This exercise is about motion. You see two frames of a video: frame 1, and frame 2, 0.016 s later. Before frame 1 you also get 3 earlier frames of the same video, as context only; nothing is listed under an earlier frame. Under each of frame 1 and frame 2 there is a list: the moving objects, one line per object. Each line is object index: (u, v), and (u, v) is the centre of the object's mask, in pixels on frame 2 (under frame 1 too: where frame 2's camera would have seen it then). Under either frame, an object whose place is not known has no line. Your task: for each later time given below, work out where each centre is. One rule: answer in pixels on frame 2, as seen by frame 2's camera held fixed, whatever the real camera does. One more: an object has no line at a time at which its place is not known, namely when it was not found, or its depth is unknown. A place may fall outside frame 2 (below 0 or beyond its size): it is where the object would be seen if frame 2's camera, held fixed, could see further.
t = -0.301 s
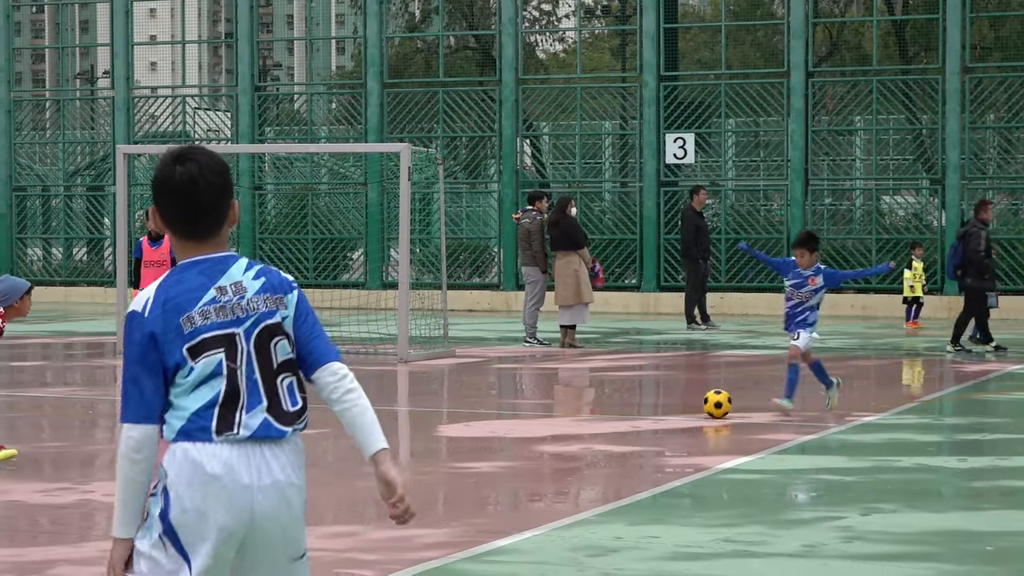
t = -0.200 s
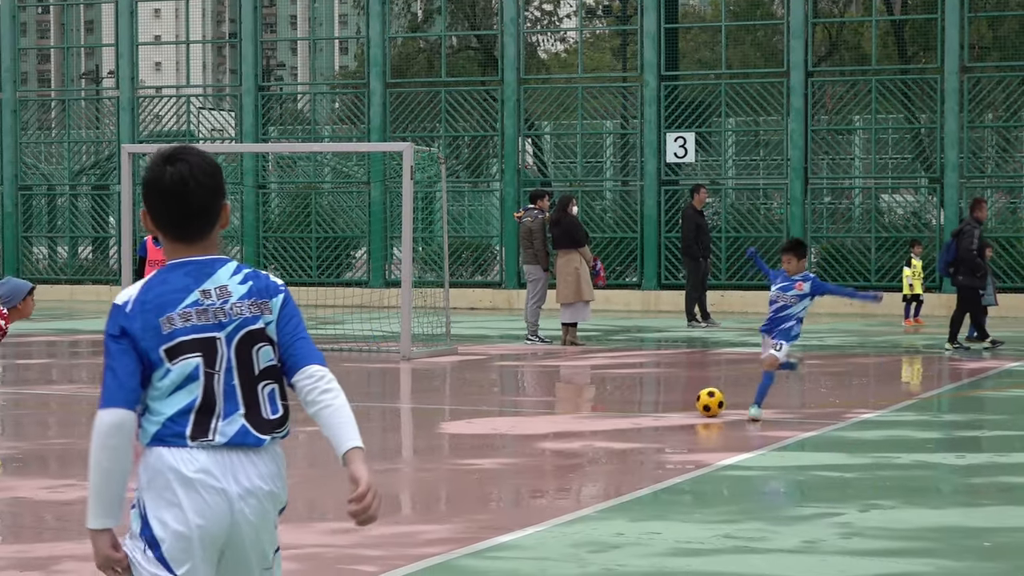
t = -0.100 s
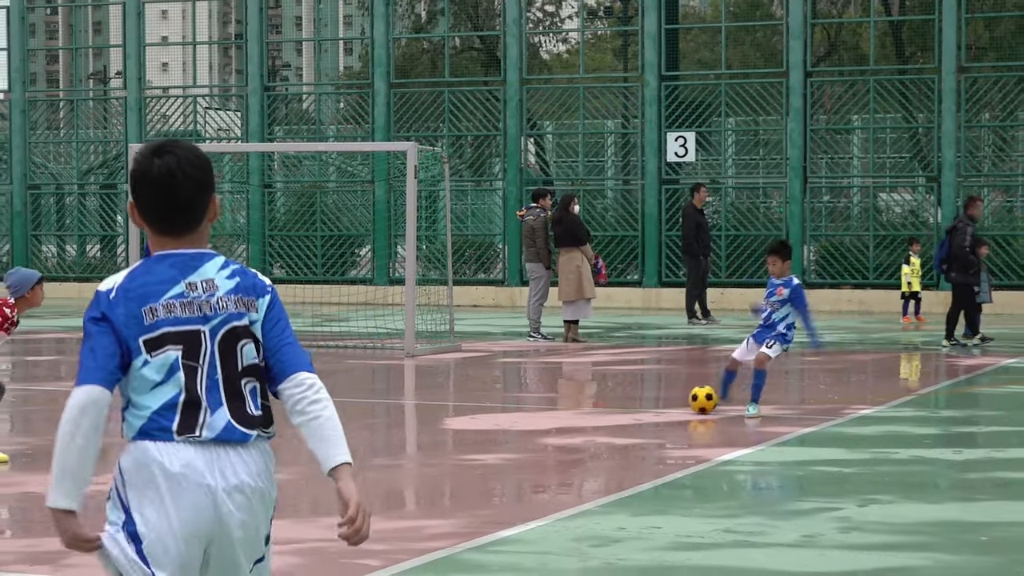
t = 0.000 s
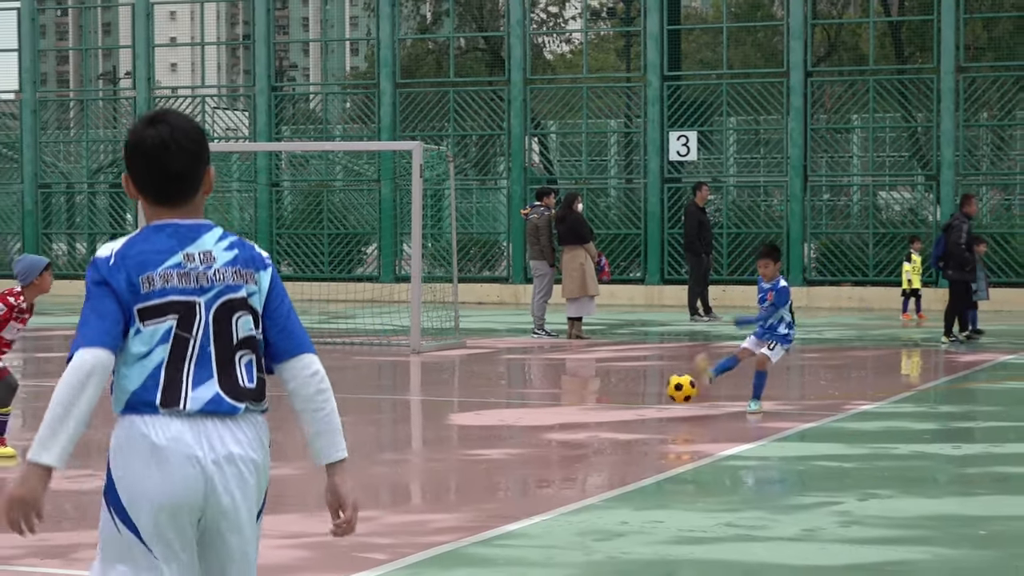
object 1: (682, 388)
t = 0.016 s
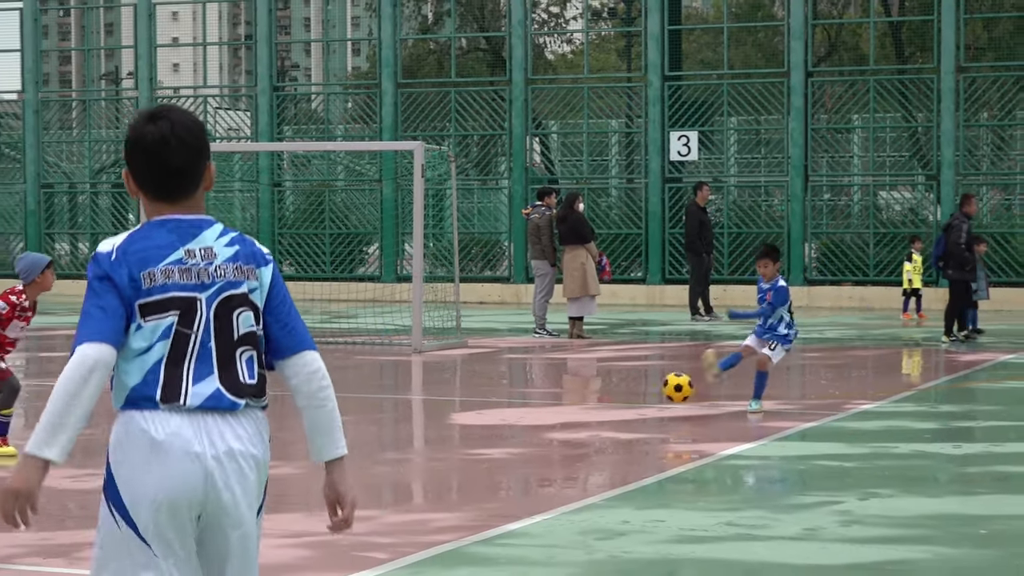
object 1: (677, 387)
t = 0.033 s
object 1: (673, 387)
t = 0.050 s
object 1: (667, 387)
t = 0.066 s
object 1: (662, 388)
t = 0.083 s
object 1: (656, 390)
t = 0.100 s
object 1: (651, 391)
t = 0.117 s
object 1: (645, 393)
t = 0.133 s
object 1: (639, 397)
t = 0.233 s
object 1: (600, 426)
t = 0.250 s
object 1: (593, 434)
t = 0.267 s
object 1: (586, 442)
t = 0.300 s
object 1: (571, 458)
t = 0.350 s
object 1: (547, 461)
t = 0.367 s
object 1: (540, 463)
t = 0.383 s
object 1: (532, 466)
